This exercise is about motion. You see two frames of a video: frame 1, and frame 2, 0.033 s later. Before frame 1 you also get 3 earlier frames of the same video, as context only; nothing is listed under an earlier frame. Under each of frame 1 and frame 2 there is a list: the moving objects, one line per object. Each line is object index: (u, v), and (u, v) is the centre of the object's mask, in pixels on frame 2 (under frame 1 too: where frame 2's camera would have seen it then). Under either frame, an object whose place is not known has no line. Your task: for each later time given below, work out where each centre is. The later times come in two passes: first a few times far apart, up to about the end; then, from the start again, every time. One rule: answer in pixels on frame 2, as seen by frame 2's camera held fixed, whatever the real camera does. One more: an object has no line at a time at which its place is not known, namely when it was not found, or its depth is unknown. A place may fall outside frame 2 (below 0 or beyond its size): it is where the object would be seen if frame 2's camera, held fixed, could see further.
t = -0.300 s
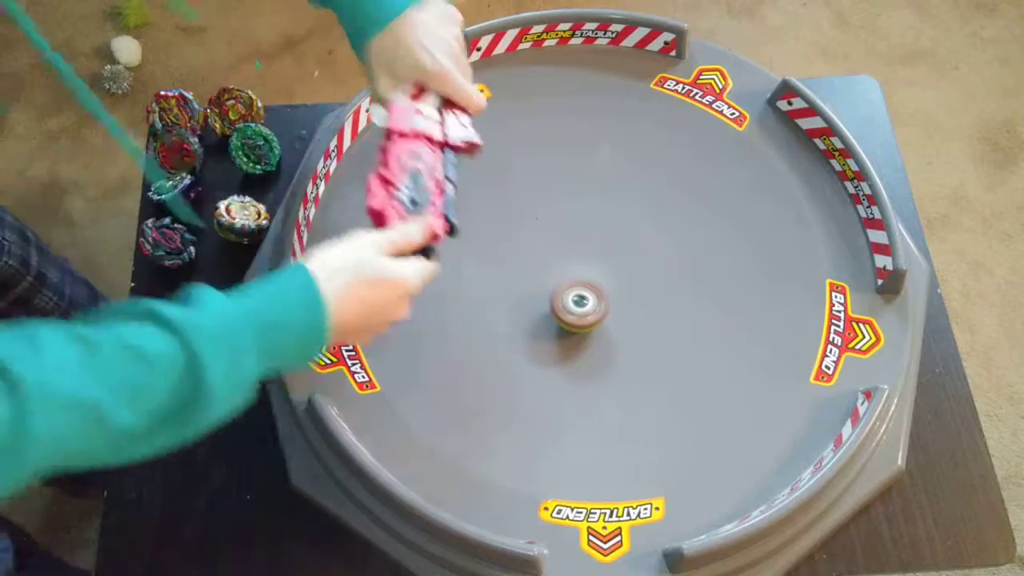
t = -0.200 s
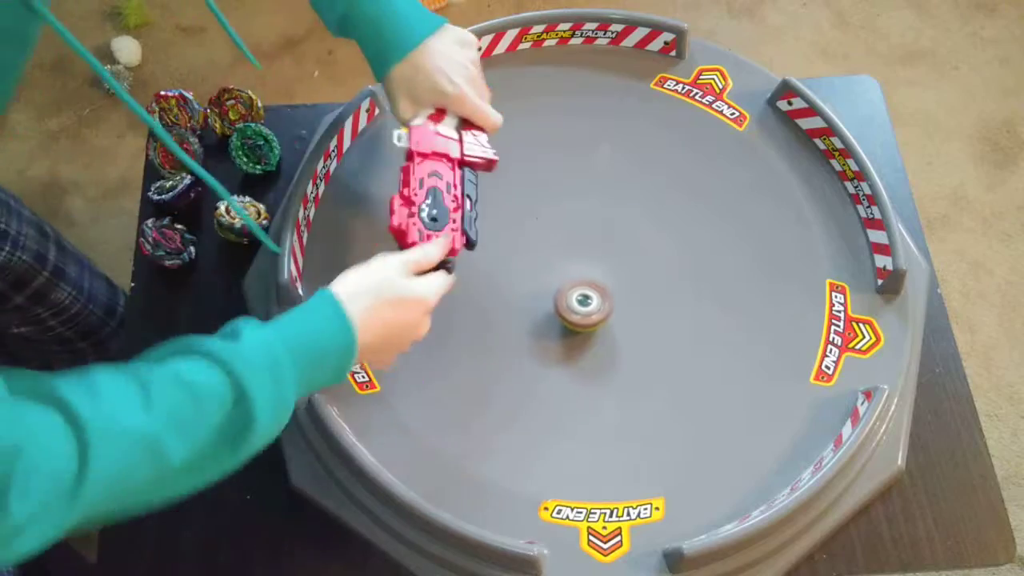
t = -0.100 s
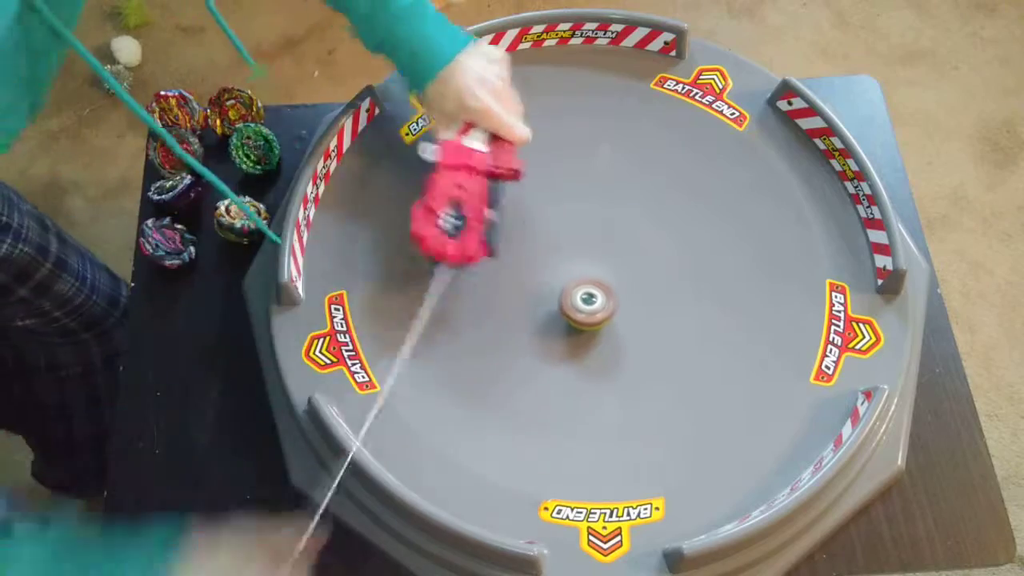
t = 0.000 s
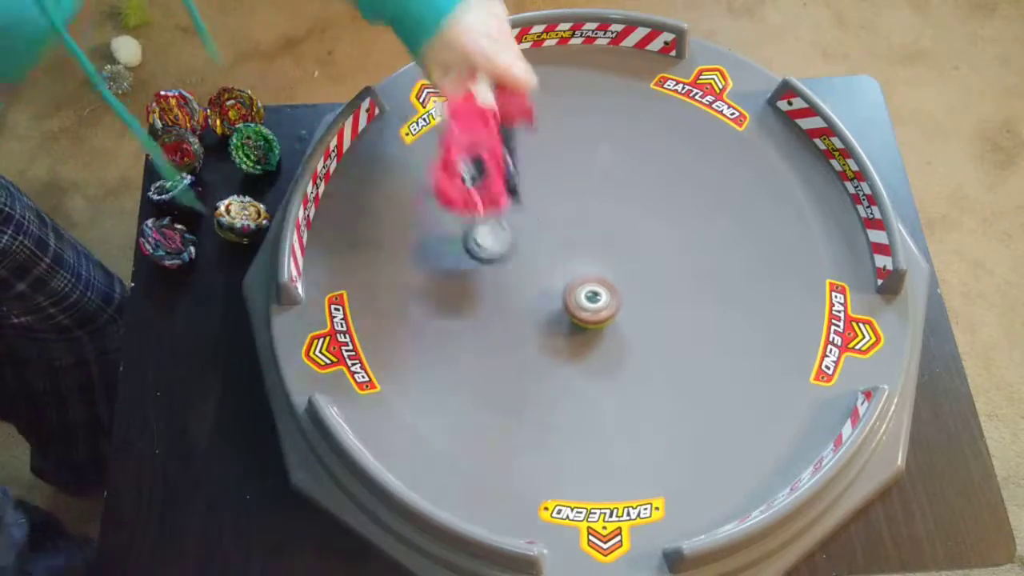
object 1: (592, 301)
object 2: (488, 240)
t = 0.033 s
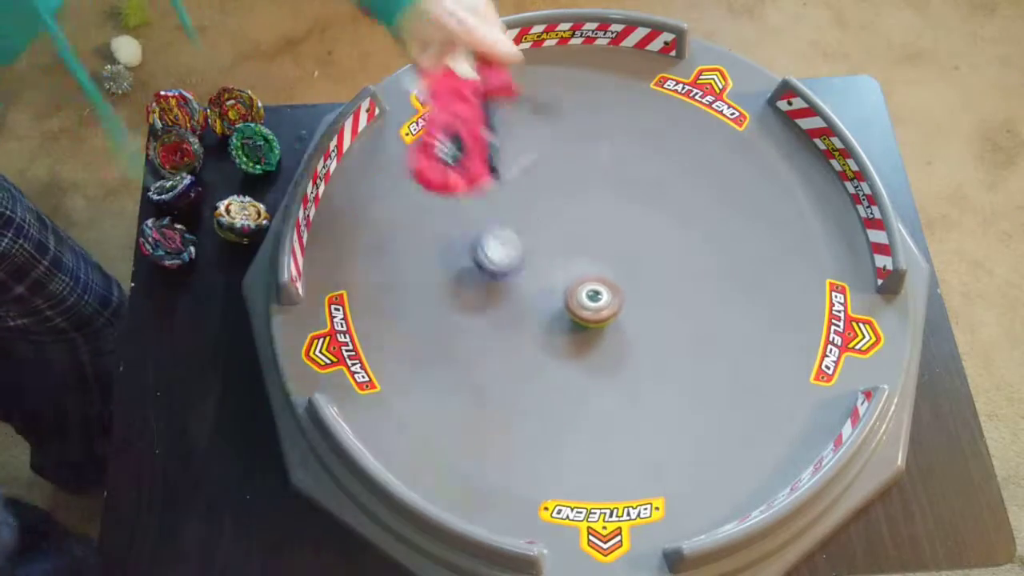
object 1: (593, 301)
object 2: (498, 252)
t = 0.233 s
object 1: (642, 307)
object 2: (543, 274)
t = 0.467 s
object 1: (690, 310)
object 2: (616, 265)
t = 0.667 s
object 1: (698, 312)
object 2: (641, 202)
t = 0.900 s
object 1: (695, 317)
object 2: (605, 154)
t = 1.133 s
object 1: (692, 312)
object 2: (542, 181)
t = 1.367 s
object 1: (687, 297)
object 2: (550, 271)
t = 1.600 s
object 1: (674, 273)
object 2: (660, 338)
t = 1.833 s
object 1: (654, 251)
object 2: (759, 285)
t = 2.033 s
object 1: (635, 239)
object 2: (729, 192)
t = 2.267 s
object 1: (610, 233)
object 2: (588, 176)
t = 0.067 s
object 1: (594, 300)
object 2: (510, 256)
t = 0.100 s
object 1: (596, 299)
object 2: (522, 263)
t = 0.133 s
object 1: (596, 297)
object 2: (537, 272)
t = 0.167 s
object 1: (609, 299)
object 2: (544, 275)
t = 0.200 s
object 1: (627, 304)
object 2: (541, 274)
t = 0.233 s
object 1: (642, 307)
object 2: (543, 274)
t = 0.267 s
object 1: (655, 309)
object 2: (546, 274)
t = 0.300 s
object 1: (665, 310)
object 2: (554, 276)
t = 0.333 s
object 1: (673, 310)
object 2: (565, 278)
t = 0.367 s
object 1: (679, 310)
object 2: (577, 279)
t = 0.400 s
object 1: (684, 310)
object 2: (592, 277)
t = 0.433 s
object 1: (687, 310)
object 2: (604, 272)
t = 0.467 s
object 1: (690, 310)
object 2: (616, 265)
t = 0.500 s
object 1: (693, 311)
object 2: (625, 256)
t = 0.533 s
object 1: (695, 311)
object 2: (631, 246)
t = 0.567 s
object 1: (697, 311)
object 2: (635, 235)
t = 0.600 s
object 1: (697, 311)
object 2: (638, 224)
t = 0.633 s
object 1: (698, 312)
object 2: (640, 213)
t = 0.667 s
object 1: (698, 312)
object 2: (641, 202)
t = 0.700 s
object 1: (698, 312)
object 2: (641, 191)
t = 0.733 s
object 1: (698, 313)
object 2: (639, 182)
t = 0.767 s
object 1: (697, 314)
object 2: (636, 175)
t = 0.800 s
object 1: (697, 315)
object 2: (631, 167)
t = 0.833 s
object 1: (696, 315)
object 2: (624, 161)
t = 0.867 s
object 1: (696, 316)
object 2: (615, 157)
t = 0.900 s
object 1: (695, 317)
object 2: (605, 154)
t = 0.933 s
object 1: (694, 317)
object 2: (595, 153)
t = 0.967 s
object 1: (694, 318)
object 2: (585, 153)
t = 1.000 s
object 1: (693, 317)
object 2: (576, 155)
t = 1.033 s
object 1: (693, 316)
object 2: (566, 159)
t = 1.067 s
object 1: (693, 316)
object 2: (557, 164)
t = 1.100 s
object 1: (692, 314)
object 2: (549, 172)
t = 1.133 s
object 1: (692, 312)
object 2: (542, 181)
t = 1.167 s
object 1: (691, 311)
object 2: (538, 191)
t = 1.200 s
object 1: (690, 309)
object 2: (535, 201)
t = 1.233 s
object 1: (690, 307)
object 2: (534, 213)
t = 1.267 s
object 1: (689, 305)
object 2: (536, 225)
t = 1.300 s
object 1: (688, 303)
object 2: (538, 239)
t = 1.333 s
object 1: (687, 300)
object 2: (543, 254)
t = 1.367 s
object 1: (687, 297)
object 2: (550, 271)
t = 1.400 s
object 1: (685, 294)
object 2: (561, 288)
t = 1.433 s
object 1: (684, 291)
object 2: (574, 301)
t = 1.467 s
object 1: (682, 288)
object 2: (590, 314)
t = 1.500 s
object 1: (680, 284)
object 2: (607, 324)
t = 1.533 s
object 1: (678, 280)
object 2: (624, 330)
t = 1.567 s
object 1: (676, 276)
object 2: (642, 335)
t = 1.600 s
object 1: (674, 273)
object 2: (660, 338)
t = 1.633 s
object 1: (672, 270)
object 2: (678, 339)
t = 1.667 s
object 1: (669, 266)
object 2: (696, 336)
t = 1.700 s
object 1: (666, 263)
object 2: (713, 332)
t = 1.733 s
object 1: (663, 260)
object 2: (730, 323)
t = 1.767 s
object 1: (660, 257)
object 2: (742, 313)
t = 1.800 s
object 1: (657, 254)
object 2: (752, 300)
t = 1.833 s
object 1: (654, 251)
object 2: (759, 285)
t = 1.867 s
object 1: (651, 248)
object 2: (763, 271)
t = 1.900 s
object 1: (648, 246)
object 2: (763, 254)
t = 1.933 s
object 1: (645, 244)
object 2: (760, 236)
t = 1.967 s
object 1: (641, 243)
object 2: (753, 221)
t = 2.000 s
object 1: (638, 241)
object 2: (742, 206)
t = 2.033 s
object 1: (635, 239)
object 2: (729, 192)
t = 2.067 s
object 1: (632, 238)
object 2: (713, 181)
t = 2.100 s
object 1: (629, 235)
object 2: (695, 174)
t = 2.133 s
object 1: (625, 233)
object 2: (674, 168)
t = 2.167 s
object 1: (622, 232)
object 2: (652, 166)
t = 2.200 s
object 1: (619, 232)
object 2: (631, 166)
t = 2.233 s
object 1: (614, 231)
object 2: (609, 169)
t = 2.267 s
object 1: (610, 233)
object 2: (588, 176)
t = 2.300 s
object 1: (608, 233)
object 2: (567, 184)
